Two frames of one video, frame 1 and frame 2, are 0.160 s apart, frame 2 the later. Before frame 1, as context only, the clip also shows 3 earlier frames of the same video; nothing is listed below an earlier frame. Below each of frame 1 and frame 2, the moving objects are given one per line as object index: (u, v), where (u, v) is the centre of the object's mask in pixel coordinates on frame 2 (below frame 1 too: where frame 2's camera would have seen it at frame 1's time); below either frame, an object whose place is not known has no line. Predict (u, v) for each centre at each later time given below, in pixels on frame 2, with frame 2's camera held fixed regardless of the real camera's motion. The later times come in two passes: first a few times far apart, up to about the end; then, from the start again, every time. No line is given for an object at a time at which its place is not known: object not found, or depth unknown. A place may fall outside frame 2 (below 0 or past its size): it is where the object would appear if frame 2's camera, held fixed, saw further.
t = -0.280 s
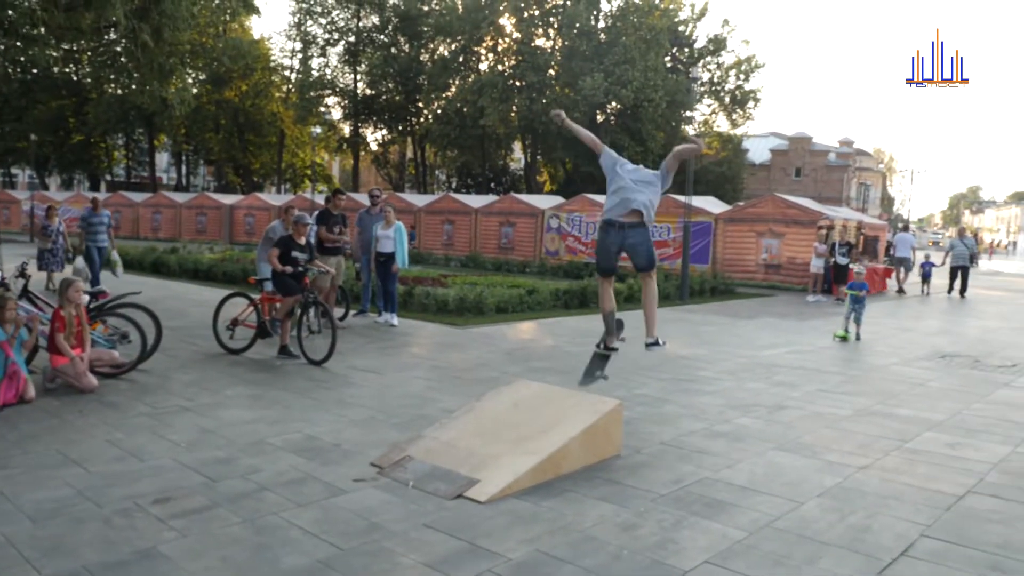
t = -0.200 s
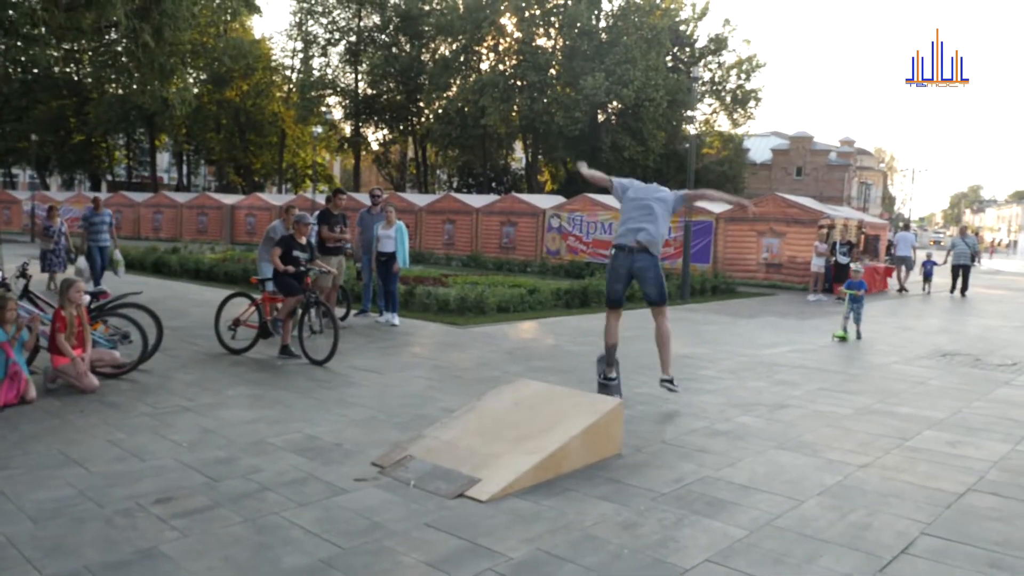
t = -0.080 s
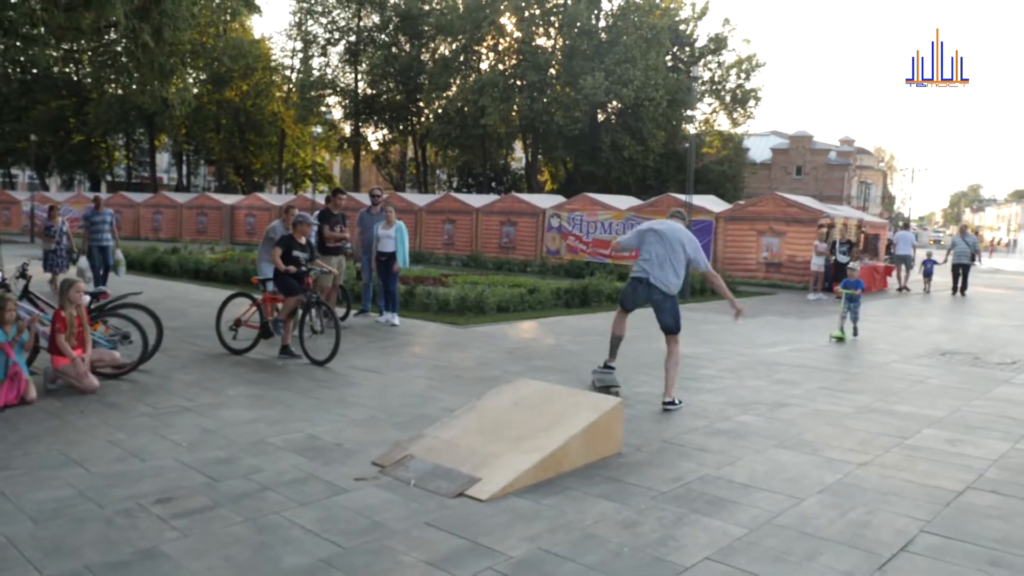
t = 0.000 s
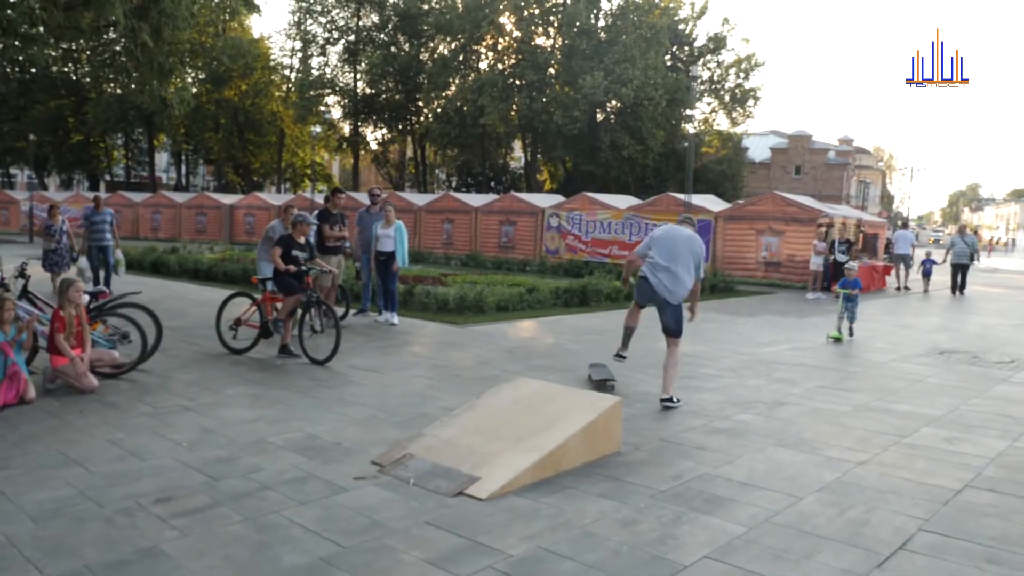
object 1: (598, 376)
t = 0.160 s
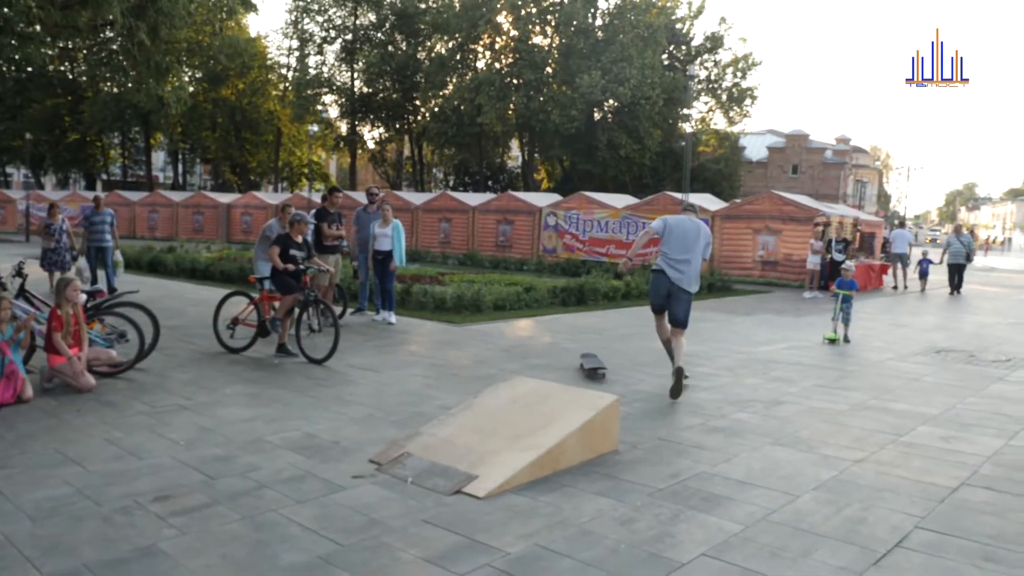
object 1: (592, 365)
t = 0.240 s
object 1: (589, 360)
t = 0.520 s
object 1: (576, 348)
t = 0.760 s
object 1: (566, 339)
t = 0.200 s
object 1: (590, 363)
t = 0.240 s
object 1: (589, 360)
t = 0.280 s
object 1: (587, 358)
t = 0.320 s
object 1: (585, 356)
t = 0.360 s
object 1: (583, 354)
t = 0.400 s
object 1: (581, 353)
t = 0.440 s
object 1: (579, 351)
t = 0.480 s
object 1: (578, 350)
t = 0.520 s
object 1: (576, 348)
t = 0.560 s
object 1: (574, 346)
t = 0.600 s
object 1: (573, 345)
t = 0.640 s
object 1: (571, 343)
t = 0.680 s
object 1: (569, 342)
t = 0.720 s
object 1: (567, 340)
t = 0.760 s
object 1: (566, 339)
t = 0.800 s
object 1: (563, 338)
